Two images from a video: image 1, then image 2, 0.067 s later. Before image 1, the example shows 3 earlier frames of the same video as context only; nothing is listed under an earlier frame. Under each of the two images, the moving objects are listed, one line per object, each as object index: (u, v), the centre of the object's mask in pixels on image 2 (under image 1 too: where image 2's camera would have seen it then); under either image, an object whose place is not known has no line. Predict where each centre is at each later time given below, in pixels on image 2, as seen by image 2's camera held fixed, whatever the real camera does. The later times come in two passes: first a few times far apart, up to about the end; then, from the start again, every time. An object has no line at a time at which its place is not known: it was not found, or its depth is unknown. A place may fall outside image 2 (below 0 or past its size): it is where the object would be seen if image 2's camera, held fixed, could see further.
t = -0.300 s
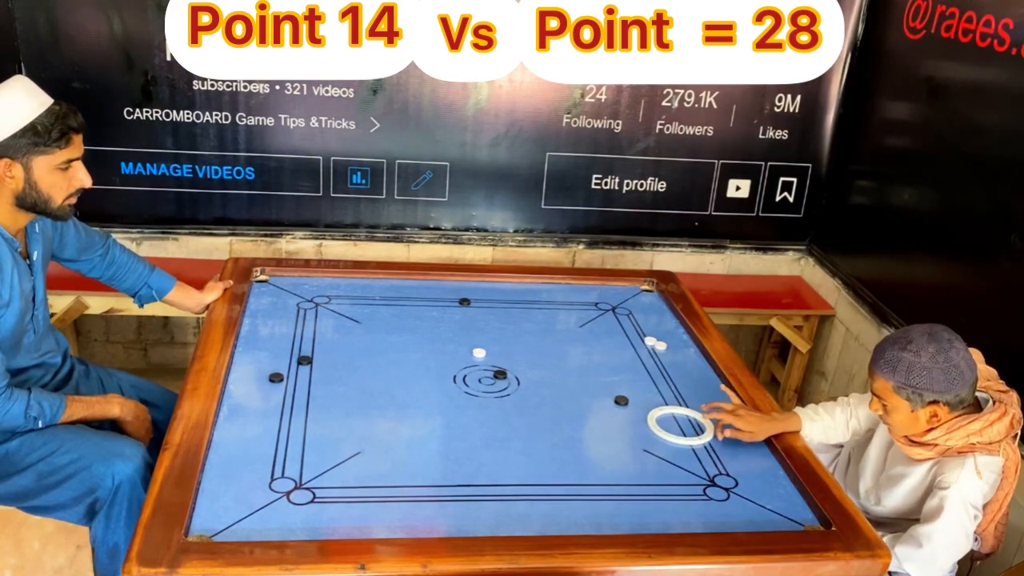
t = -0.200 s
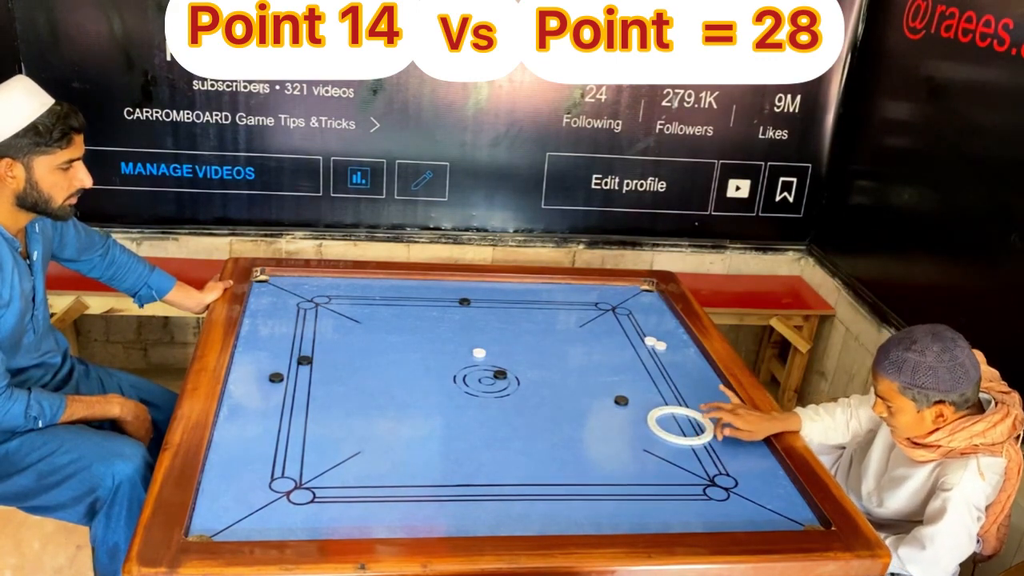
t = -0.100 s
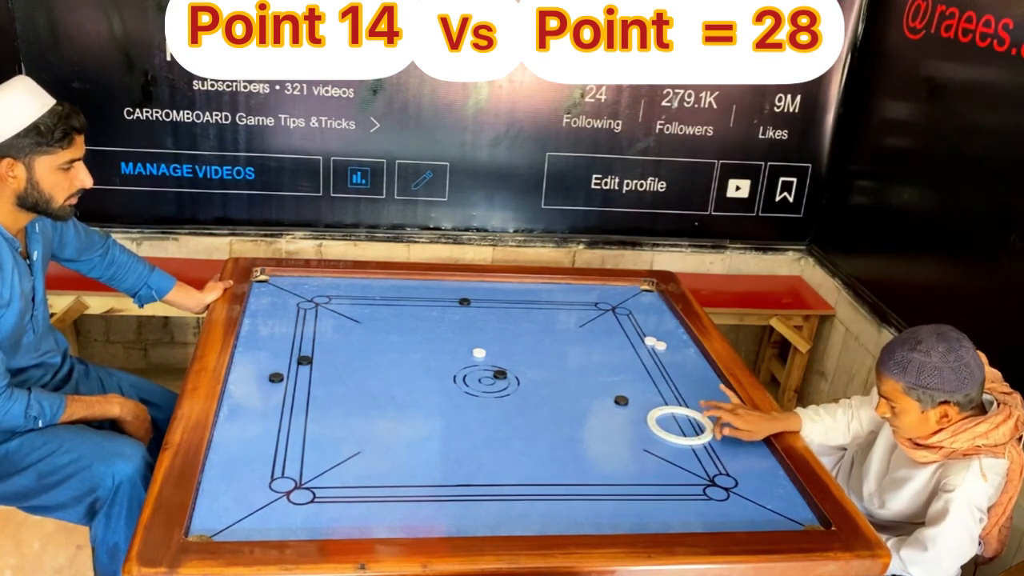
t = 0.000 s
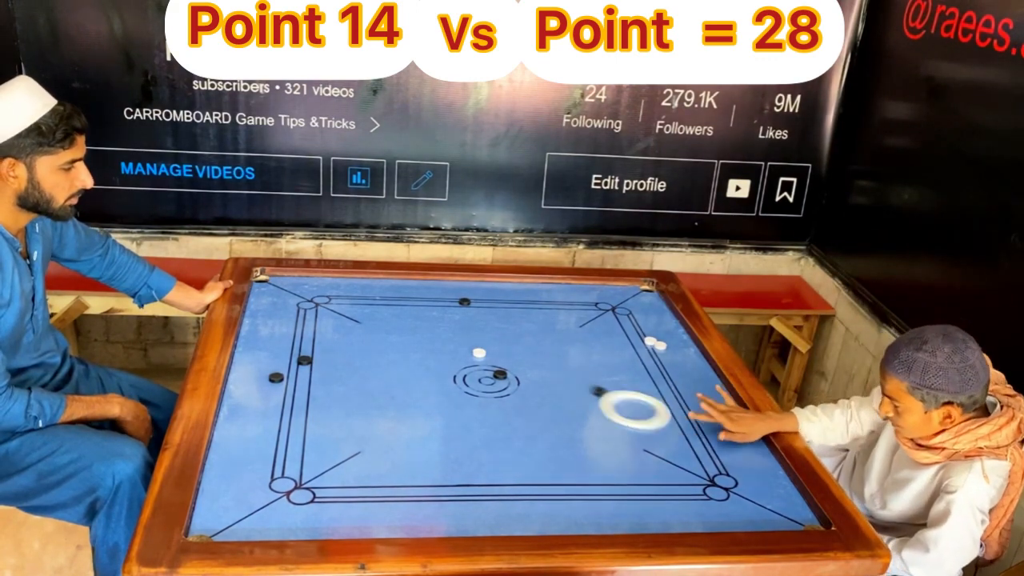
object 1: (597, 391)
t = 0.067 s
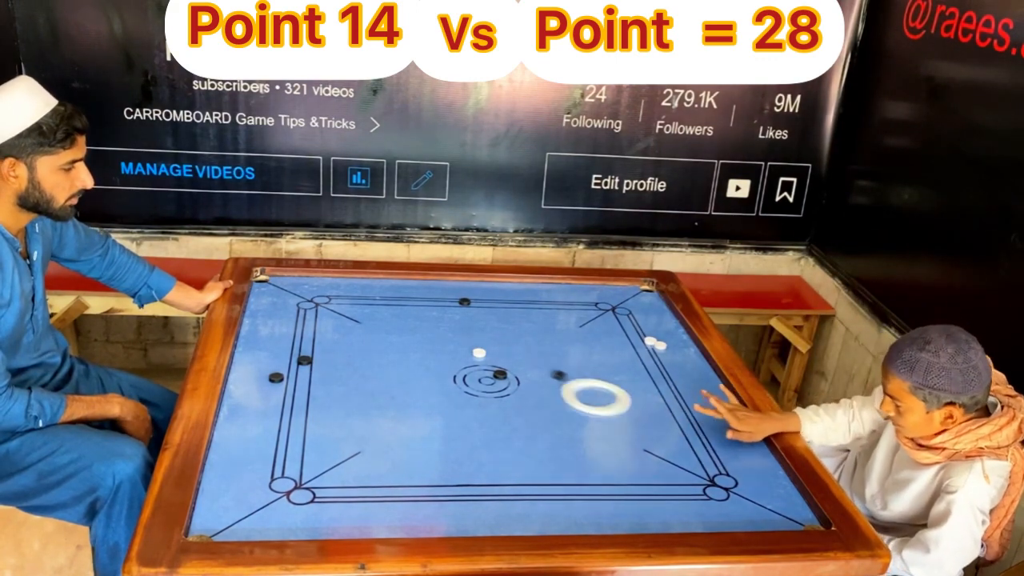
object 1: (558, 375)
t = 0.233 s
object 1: (468, 338)
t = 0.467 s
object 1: (357, 294)
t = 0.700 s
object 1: (271, 291)
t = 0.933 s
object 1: (295, 319)
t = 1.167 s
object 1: (352, 349)
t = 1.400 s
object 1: (410, 381)
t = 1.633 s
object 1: (472, 416)
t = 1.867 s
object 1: (538, 452)
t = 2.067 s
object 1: (599, 486)
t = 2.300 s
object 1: (676, 526)
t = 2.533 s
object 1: (725, 509)
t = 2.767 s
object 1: (761, 479)
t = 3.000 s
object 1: (747, 453)
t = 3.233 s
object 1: (694, 430)
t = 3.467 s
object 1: (644, 409)
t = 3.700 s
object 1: (599, 390)
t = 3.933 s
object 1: (558, 373)
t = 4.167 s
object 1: (522, 358)
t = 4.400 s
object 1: (489, 346)
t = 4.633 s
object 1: (459, 344)
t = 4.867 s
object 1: (431, 341)
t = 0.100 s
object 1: (539, 367)
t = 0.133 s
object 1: (520, 360)
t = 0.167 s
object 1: (502, 352)
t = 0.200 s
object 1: (485, 345)
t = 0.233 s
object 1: (468, 338)
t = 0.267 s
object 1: (451, 331)
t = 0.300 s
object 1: (434, 325)
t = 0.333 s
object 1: (418, 318)
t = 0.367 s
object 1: (402, 312)
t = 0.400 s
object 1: (388, 306)
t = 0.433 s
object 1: (372, 300)
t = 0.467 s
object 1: (357, 294)
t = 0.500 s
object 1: (343, 288)
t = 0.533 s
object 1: (330, 283)
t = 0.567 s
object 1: (314, 277)
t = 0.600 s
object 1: (304, 279)
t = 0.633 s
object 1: (294, 283)
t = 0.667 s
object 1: (283, 287)
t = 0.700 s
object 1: (271, 291)
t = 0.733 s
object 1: (260, 294)
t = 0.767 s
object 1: (256, 298)
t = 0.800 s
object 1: (264, 302)
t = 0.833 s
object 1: (271, 306)
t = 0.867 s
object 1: (279, 310)
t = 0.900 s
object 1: (287, 315)
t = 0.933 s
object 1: (295, 319)
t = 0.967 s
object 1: (304, 324)
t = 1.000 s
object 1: (312, 328)
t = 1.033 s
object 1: (320, 332)
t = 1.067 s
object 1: (328, 336)
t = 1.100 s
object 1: (336, 341)
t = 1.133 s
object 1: (344, 345)
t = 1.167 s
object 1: (352, 349)
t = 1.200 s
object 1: (360, 354)
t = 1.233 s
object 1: (368, 358)
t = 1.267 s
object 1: (376, 363)
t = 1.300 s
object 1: (385, 367)
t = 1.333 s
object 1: (393, 372)
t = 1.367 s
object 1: (402, 377)
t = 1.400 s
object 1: (410, 381)
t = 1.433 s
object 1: (419, 386)
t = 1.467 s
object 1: (427, 391)
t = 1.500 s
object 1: (436, 396)
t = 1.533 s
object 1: (445, 401)
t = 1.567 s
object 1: (454, 406)
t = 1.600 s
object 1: (462, 410)
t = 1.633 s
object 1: (472, 416)
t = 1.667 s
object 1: (481, 421)
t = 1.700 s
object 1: (490, 426)
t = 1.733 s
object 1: (500, 431)
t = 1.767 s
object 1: (509, 436)
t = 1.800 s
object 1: (519, 442)
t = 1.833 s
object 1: (528, 447)
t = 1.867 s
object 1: (538, 452)
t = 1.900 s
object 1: (548, 458)
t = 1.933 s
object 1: (558, 463)
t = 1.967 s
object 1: (568, 469)
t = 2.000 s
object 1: (578, 474)
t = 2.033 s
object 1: (589, 480)
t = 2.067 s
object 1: (599, 486)
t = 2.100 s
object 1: (609, 491)
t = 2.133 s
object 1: (620, 497)
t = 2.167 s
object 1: (631, 503)
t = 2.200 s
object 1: (642, 509)
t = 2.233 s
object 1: (653, 515)
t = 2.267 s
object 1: (664, 521)
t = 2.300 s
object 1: (676, 526)
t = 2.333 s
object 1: (687, 529)
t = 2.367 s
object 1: (695, 529)
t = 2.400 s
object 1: (702, 526)
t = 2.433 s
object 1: (708, 522)
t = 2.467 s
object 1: (714, 518)
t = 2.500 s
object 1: (720, 513)
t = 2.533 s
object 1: (725, 509)
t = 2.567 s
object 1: (731, 504)
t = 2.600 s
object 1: (736, 500)
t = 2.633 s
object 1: (741, 495)
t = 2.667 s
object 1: (747, 492)
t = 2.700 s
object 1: (751, 487)
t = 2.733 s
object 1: (756, 483)
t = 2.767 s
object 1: (761, 479)
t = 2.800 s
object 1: (766, 476)
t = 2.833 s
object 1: (771, 472)
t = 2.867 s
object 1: (775, 468)
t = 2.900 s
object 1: (772, 465)
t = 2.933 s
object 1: (764, 461)
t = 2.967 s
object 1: (755, 457)
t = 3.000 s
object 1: (747, 453)
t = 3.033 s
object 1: (739, 450)
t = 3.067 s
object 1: (731, 447)
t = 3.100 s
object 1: (724, 443)
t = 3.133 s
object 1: (716, 440)
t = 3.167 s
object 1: (708, 436)
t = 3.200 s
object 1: (701, 433)
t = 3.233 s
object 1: (694, 430)
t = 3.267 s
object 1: (685, 426)
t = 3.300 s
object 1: (679, 423)
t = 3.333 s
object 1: (672, 420)
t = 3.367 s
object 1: (664, 417)
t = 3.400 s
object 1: (657, 414)
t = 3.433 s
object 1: (651, 412)
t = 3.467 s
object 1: (644, 409)
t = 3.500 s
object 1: (637, 406)
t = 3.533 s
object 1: (631, 403)
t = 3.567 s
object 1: (624, 401)
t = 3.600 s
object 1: (617, 398)
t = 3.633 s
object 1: (611, 395)
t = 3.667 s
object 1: (605, 392)
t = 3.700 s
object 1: (599, 390)
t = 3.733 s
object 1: (593, 387)
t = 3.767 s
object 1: (587, 385)
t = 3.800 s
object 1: (581, 382)
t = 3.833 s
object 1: (575, 380)
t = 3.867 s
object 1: (570, 378)
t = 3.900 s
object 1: (564, 376)
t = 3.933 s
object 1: (558, 373)
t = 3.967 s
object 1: (553, 371)
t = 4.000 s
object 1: (547, 369)
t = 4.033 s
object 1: (542, 367)
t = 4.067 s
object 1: (537, 365)
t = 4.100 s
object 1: (532, 362)
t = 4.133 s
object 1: (527, 360)
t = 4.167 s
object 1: (522, 358)
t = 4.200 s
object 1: (517, 356)
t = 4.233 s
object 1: (512, 354)
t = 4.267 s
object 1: (507, 353)
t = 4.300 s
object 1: (502, 351)
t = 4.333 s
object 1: (498, 349)
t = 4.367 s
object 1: (493, 347)
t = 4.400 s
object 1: (489, 346)
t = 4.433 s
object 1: (484, 346)
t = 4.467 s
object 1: (480, 345)
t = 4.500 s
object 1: (476, 345)
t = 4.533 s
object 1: (472, 344)
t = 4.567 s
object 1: (467, 344)
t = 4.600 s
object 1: (463, 344)
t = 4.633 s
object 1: (459, 344)
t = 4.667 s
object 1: (455, 343)
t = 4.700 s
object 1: (451, 343)
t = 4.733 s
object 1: (447, 343)
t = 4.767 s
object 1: (443, 342)
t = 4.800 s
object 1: (439, 342)
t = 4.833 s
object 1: (435, 342)
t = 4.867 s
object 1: (431, 341)
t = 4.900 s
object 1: (427, 341)
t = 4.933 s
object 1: (423, 341)
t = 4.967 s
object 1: (419, 340)
